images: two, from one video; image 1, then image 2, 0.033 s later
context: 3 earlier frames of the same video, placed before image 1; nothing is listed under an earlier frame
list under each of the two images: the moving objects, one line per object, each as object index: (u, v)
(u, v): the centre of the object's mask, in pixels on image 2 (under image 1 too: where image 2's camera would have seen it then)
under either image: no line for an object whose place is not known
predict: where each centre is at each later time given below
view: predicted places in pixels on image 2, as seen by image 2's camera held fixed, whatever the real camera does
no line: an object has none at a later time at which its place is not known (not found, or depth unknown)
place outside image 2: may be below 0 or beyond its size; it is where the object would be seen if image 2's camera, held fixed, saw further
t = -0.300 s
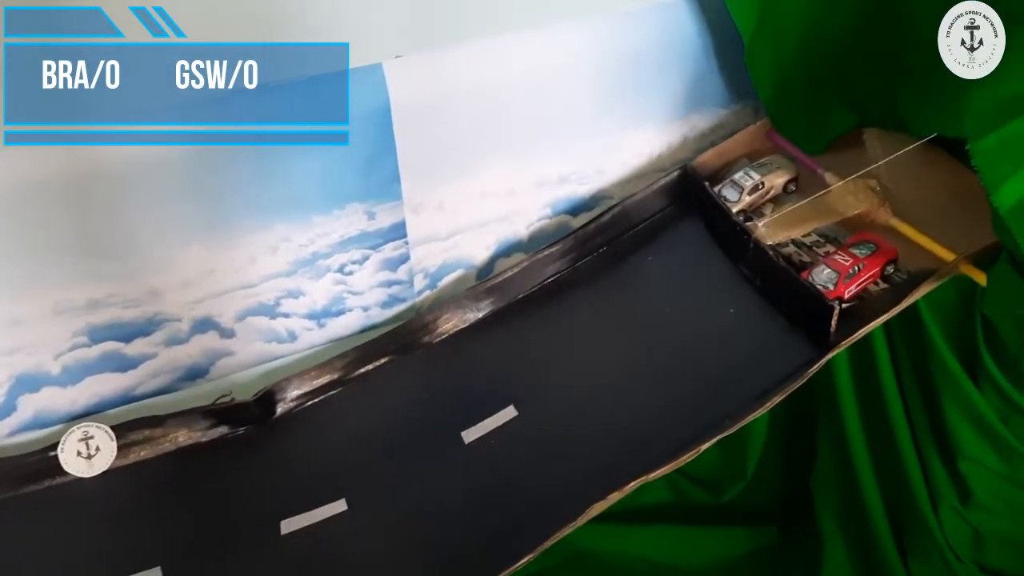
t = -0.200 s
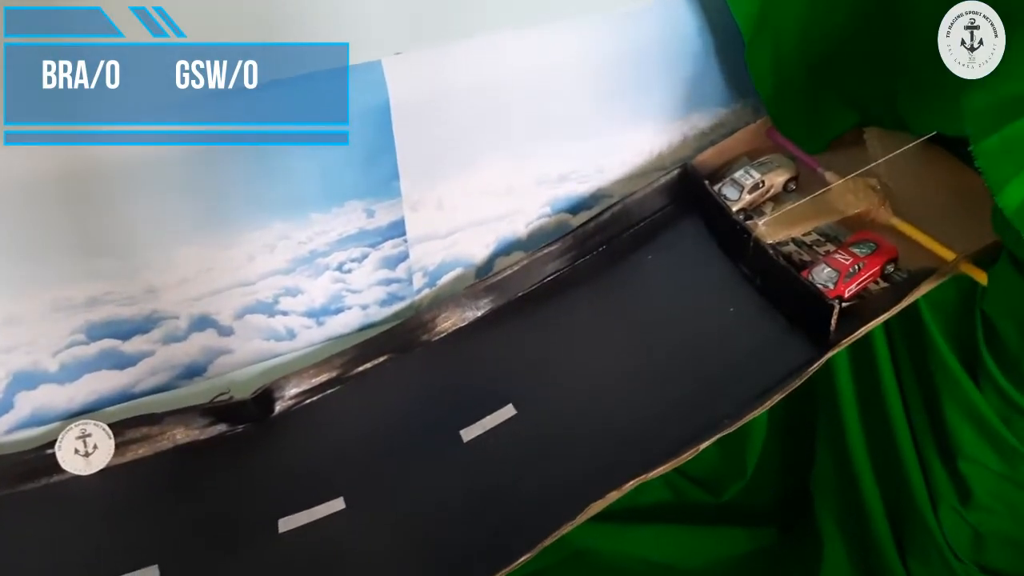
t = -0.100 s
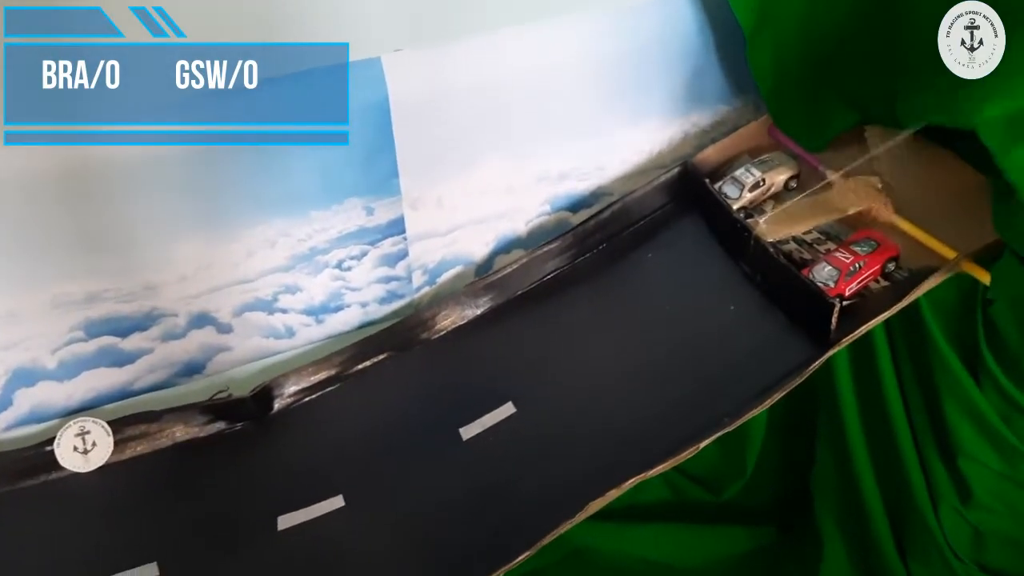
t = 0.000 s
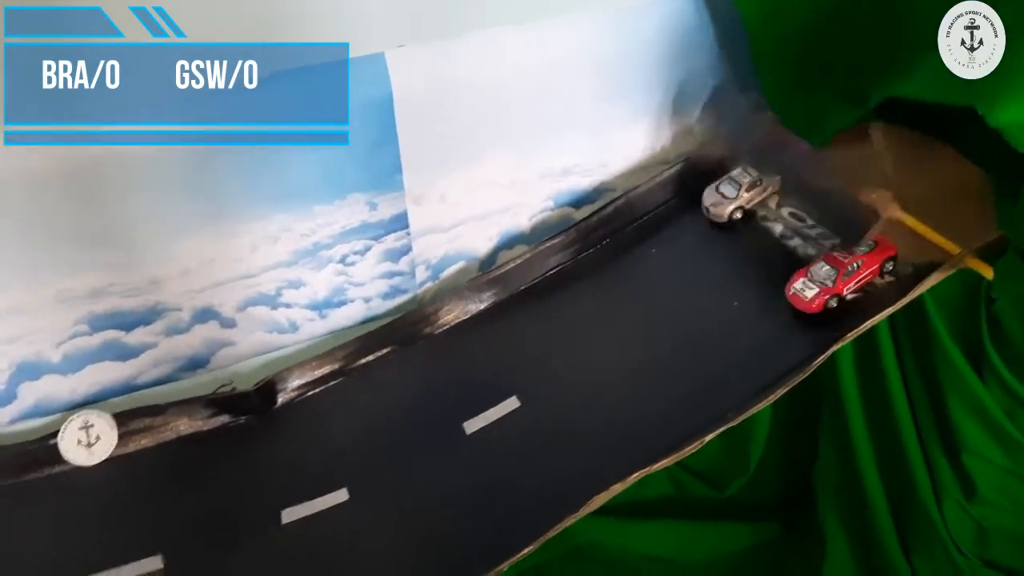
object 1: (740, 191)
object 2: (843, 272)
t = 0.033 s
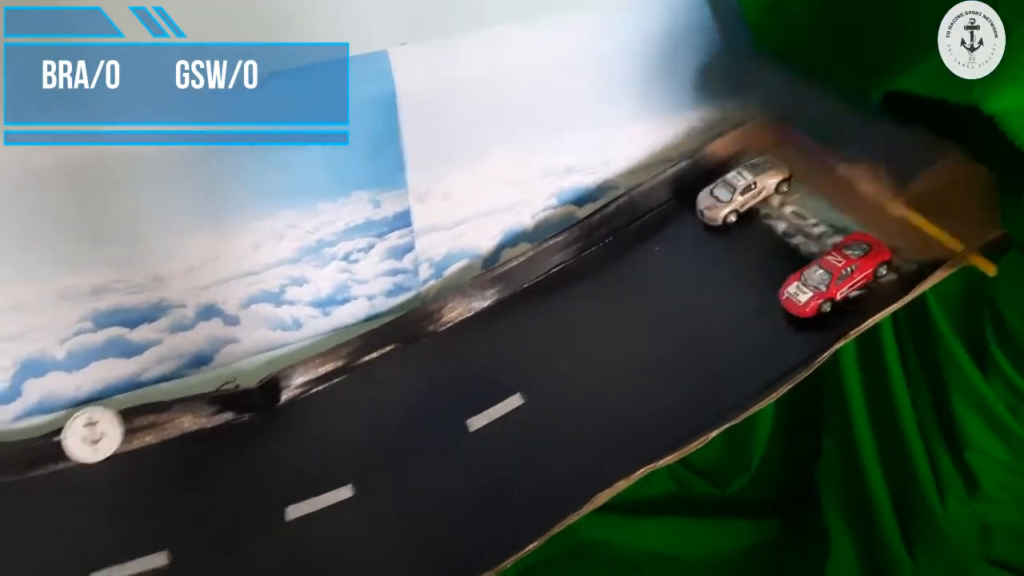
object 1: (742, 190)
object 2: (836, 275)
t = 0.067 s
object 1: (732, 194)
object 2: (821, 285)
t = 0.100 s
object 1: (713, 207)
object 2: (803, 296)
